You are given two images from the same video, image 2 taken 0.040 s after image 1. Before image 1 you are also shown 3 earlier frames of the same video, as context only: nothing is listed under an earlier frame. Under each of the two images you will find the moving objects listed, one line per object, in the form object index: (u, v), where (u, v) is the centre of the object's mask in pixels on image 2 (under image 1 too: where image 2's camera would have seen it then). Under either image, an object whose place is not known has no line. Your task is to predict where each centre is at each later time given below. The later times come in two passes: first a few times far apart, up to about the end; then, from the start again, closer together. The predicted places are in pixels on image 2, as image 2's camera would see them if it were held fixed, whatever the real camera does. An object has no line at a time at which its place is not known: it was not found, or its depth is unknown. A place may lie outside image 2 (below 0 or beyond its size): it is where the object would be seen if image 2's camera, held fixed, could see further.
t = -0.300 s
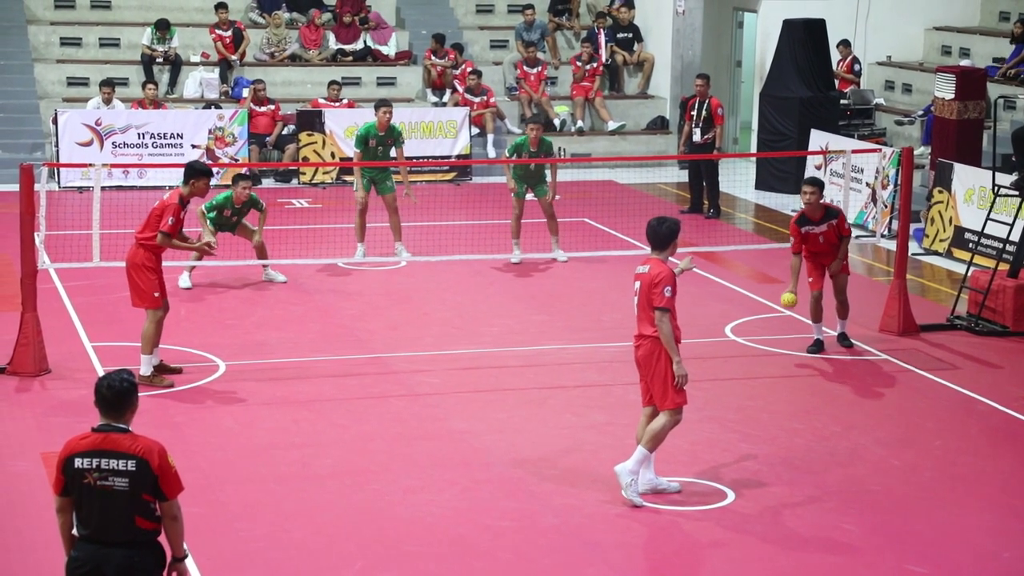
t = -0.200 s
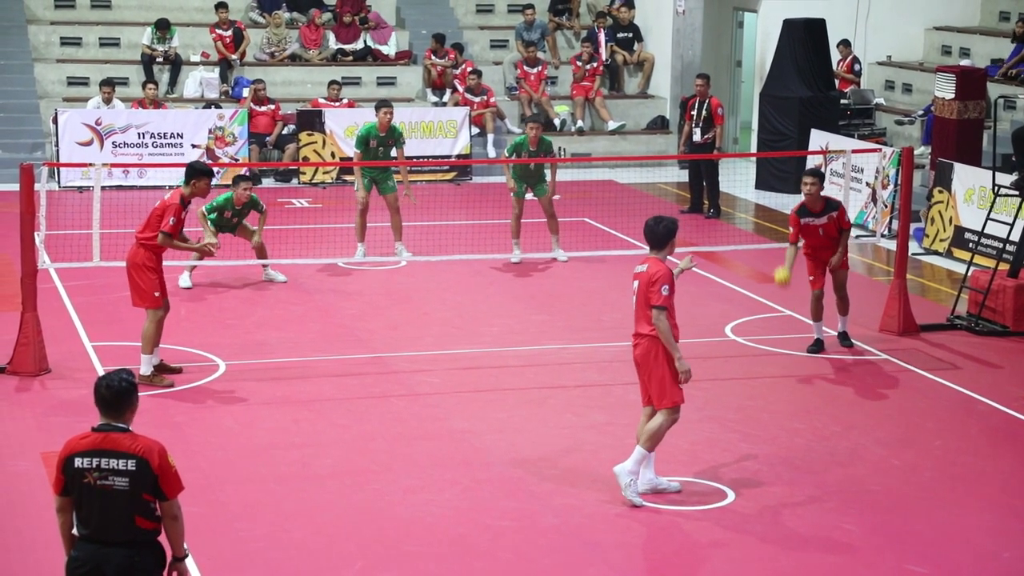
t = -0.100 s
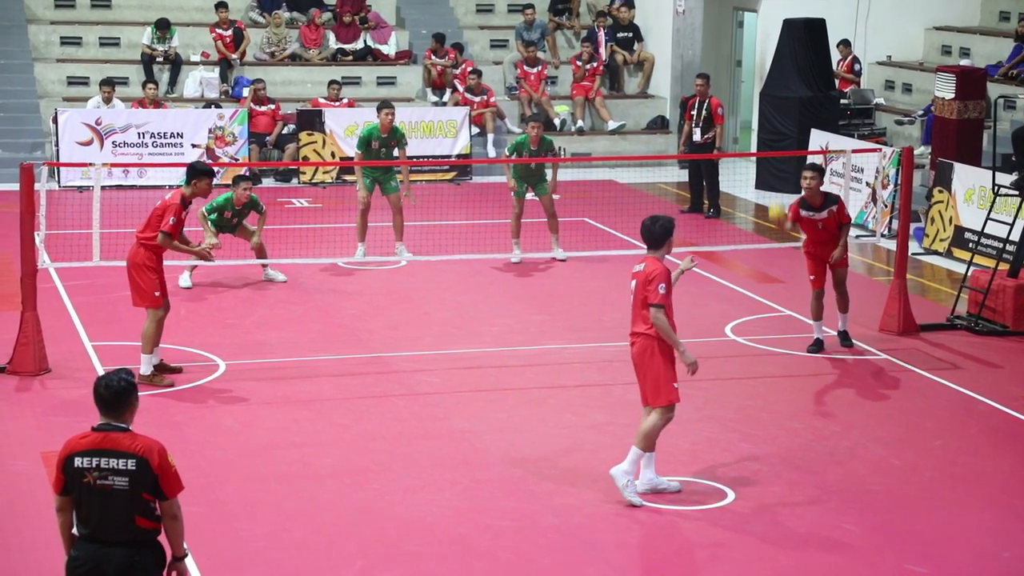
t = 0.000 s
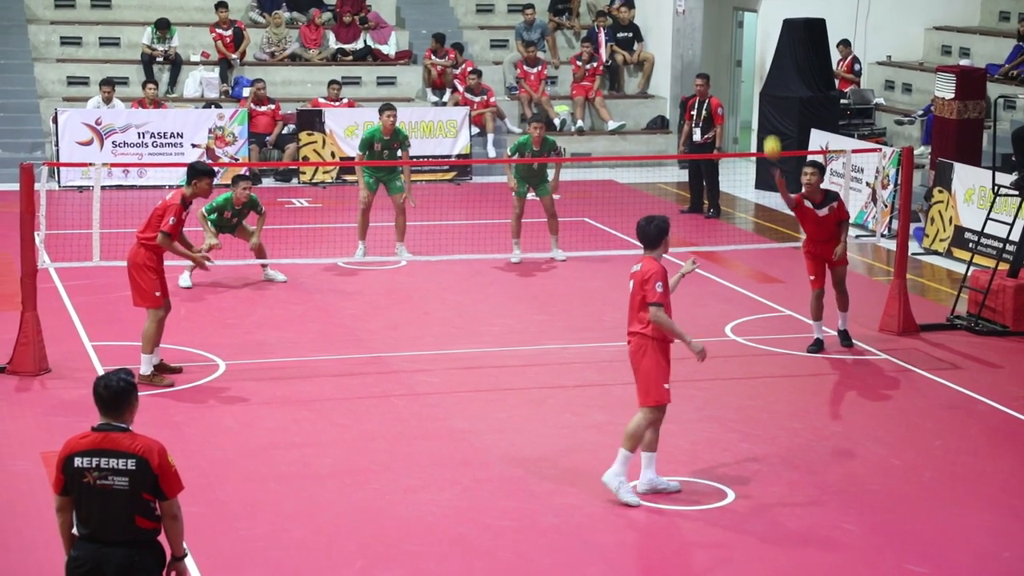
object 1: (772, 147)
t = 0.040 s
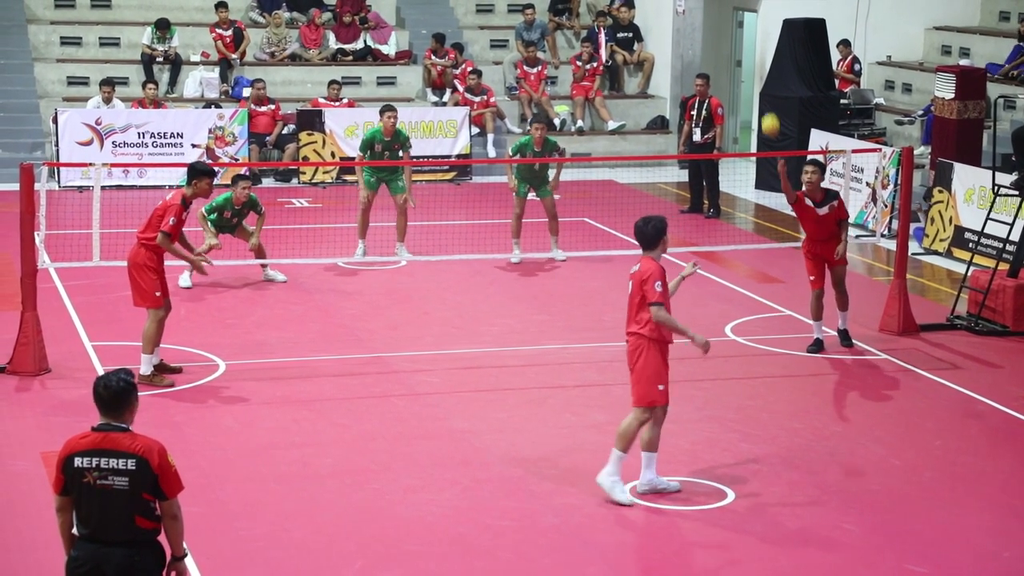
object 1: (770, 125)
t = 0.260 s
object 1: (757, 33)
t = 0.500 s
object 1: (736, 6)
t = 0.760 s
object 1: (708, 74)
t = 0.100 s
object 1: (767, 95)
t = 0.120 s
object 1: (766, 85)
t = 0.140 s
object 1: (765, 77)
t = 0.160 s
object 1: (763, 68)
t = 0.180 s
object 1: (762, 60)
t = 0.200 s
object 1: (760, 52)
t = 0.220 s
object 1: (759, 45)
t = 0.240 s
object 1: (758, 39)
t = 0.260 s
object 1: (757, 33)
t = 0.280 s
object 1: (756, 28)
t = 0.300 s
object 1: (753, 23)
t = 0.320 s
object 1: (752, 18)
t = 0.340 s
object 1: (750, 14)
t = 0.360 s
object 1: (748, 11)
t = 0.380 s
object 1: (747, 8)
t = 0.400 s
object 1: (745, 7)
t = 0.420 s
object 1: (744, 6)
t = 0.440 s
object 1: (741, 6)
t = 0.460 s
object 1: (740, 5)
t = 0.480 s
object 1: (738, 5)
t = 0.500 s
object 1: (736, 6)
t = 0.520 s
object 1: (735, 7)
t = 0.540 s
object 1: (733, 9)
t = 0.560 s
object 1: (731, 11)
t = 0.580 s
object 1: (728, 15)
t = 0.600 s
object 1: (726, 18)
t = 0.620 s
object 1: (724, 23)
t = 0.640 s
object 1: (722, 28)
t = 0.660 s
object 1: (720, 34)
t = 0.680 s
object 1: (717, 41)
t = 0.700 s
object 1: (715, 48)
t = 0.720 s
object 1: (713, 56)
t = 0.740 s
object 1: (711, 65)
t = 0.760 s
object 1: (708, 74)
